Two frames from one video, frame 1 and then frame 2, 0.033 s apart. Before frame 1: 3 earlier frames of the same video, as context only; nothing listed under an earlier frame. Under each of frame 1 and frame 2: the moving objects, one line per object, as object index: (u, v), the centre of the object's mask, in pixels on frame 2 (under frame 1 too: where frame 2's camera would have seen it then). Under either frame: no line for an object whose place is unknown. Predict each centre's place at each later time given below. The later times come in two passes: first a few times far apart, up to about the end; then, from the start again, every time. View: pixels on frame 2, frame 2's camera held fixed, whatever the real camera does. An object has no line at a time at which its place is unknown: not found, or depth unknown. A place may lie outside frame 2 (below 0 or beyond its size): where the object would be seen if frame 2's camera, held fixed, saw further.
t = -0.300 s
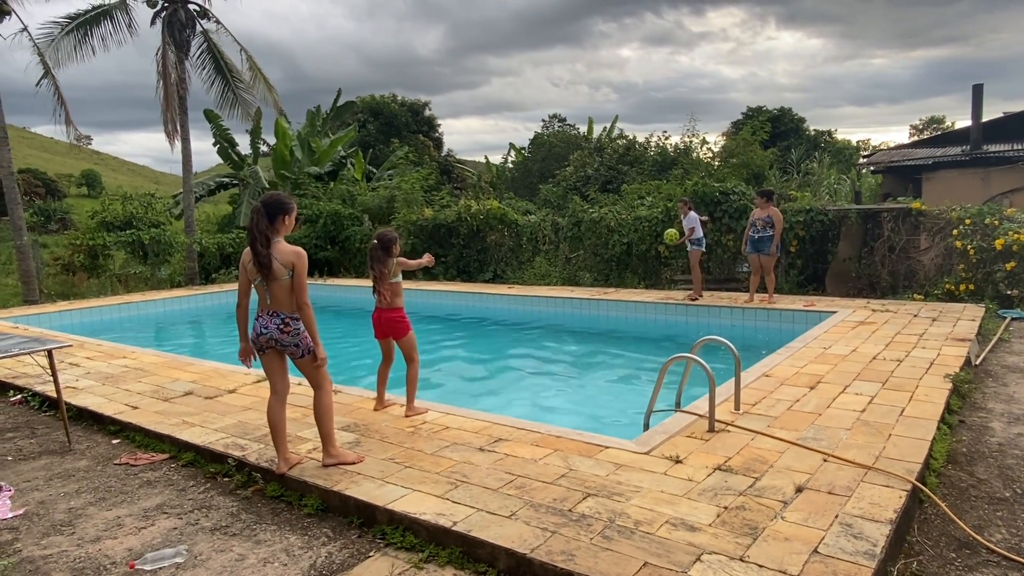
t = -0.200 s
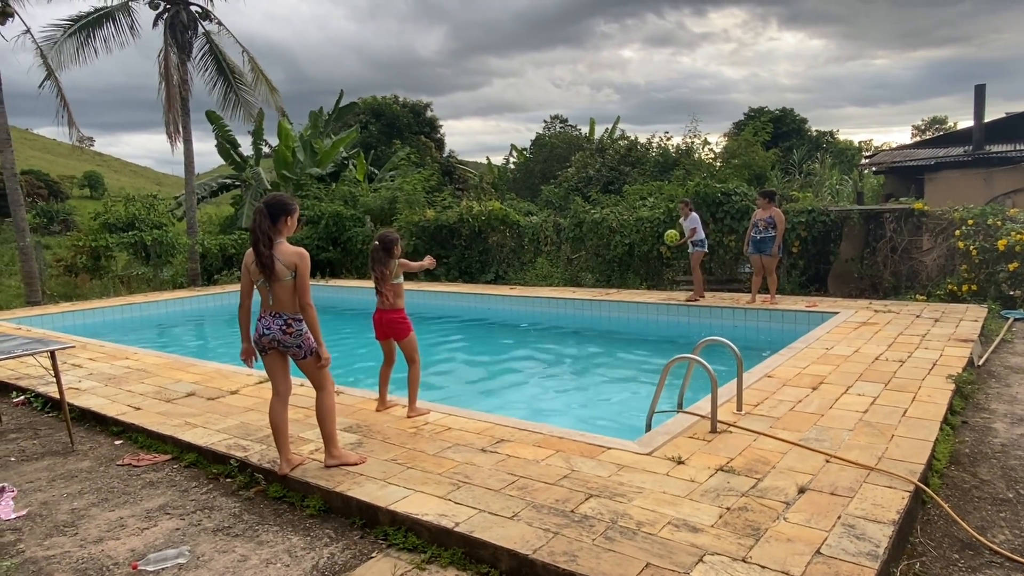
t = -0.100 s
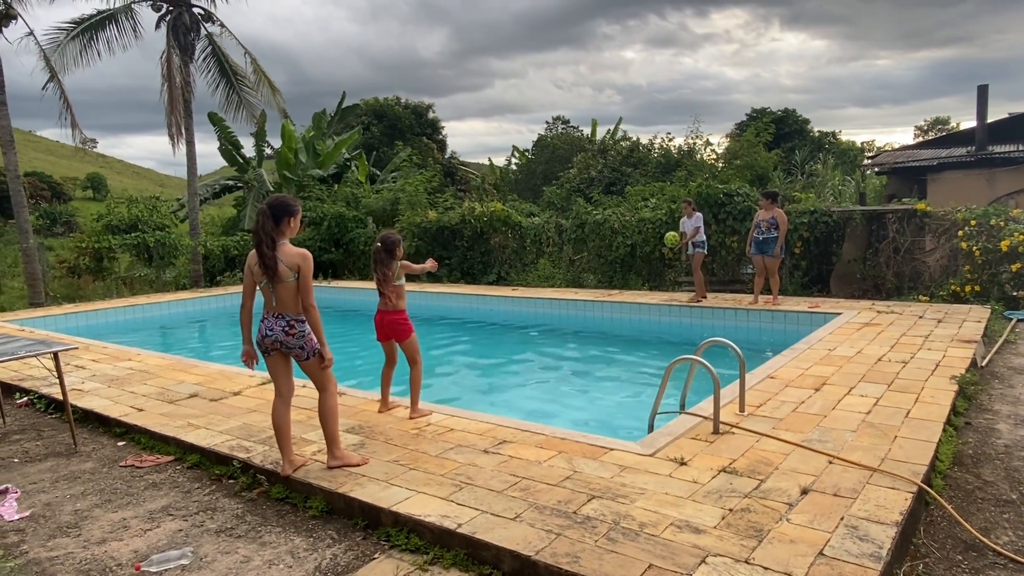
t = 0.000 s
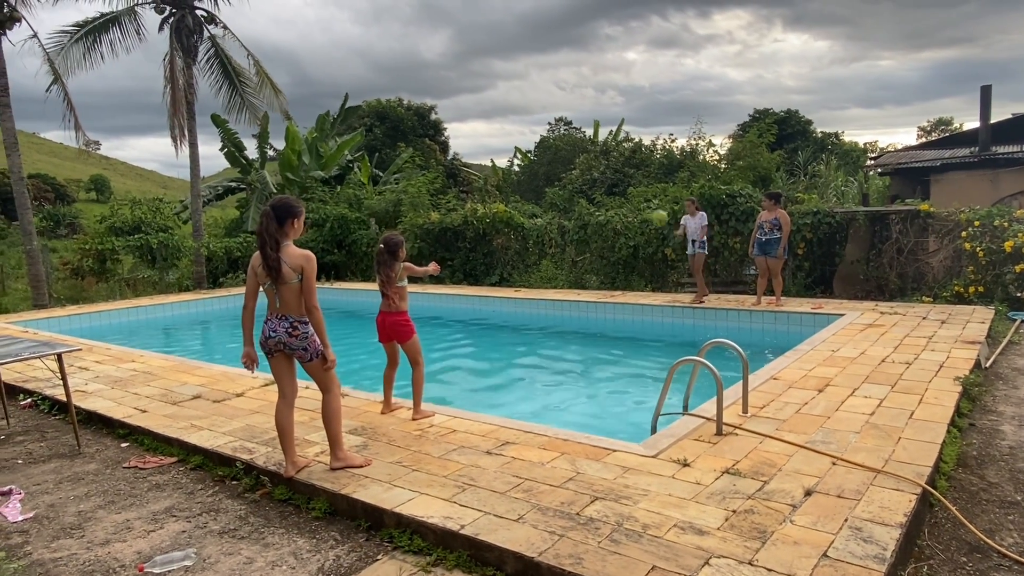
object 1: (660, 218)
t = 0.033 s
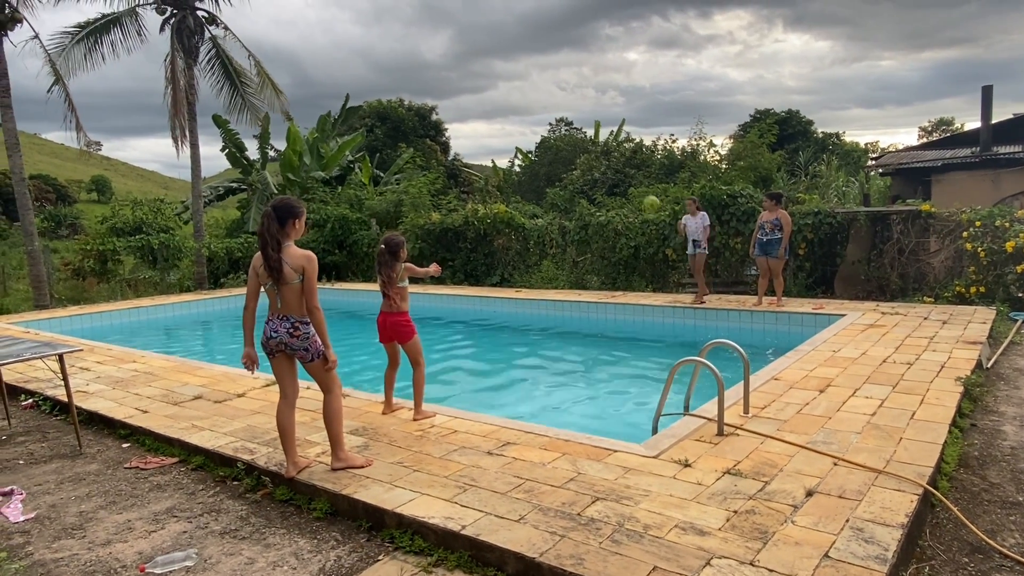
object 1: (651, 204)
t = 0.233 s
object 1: (593, 126)
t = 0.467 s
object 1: (513, 59)
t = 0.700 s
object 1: (420, 34)
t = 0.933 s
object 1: (310, 63)
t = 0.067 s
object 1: (642, 189)
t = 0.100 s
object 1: (633, 176)
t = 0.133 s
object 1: (623, 162)
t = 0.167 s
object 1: (613, 149)
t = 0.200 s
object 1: (605, 137)
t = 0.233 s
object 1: (593, 126)
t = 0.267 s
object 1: (583, 114)
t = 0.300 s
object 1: (572, 103)
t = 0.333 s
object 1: (560, 93)
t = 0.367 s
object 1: (549, 84)
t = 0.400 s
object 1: (537, 75)
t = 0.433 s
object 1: (525, 67)
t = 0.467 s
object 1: (513, 59)
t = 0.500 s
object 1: (501, 53)
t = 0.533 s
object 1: (488, 47)
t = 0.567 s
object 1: (475, 43)
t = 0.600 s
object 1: (462, 39)
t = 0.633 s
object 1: (448, 36)
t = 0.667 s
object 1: (434, 35)
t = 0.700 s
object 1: (420, 34)
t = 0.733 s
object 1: (405, 34)
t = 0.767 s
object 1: (390, 36)
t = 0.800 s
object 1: (375, 39)
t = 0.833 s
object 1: (359, 43)
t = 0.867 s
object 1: (343, 49)
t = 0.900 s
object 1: (327, 55)
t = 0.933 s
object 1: (310, 63)
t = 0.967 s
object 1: (293, 73)
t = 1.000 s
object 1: (275, 84)
